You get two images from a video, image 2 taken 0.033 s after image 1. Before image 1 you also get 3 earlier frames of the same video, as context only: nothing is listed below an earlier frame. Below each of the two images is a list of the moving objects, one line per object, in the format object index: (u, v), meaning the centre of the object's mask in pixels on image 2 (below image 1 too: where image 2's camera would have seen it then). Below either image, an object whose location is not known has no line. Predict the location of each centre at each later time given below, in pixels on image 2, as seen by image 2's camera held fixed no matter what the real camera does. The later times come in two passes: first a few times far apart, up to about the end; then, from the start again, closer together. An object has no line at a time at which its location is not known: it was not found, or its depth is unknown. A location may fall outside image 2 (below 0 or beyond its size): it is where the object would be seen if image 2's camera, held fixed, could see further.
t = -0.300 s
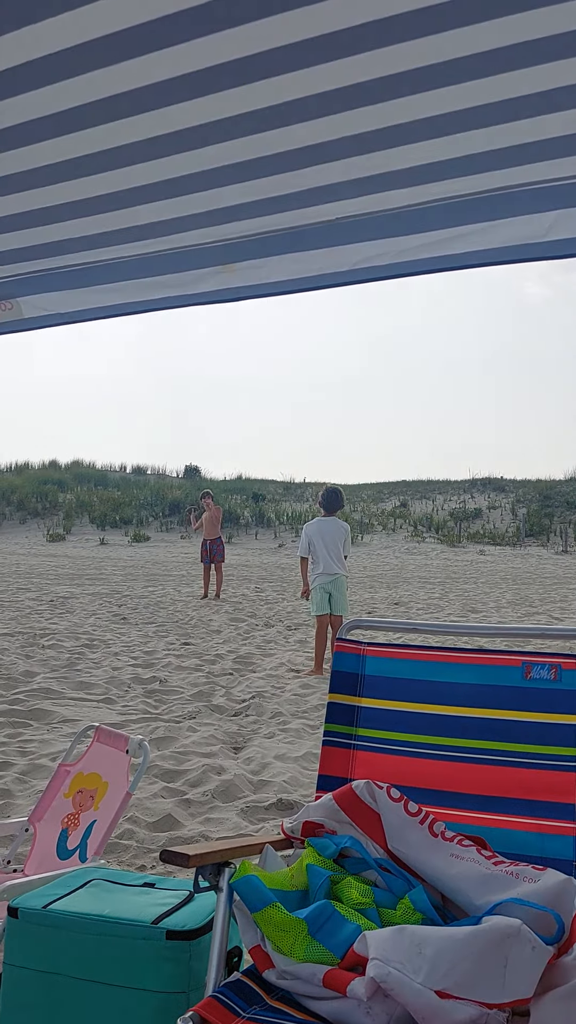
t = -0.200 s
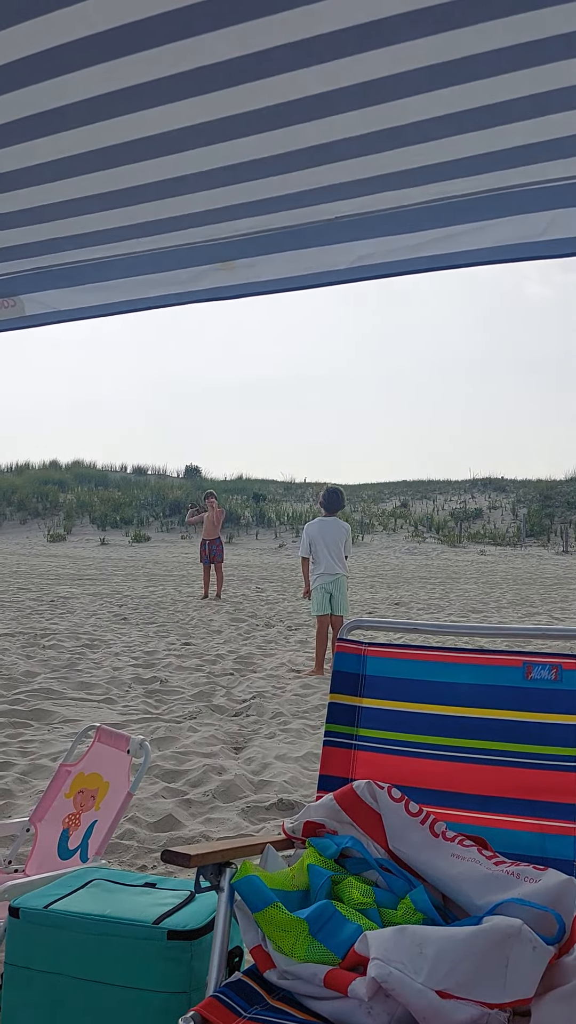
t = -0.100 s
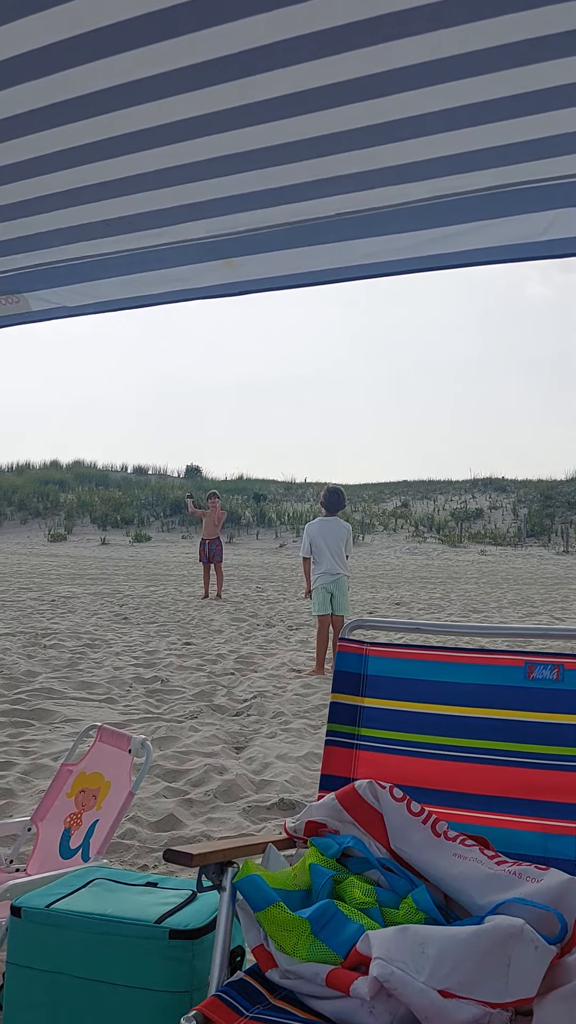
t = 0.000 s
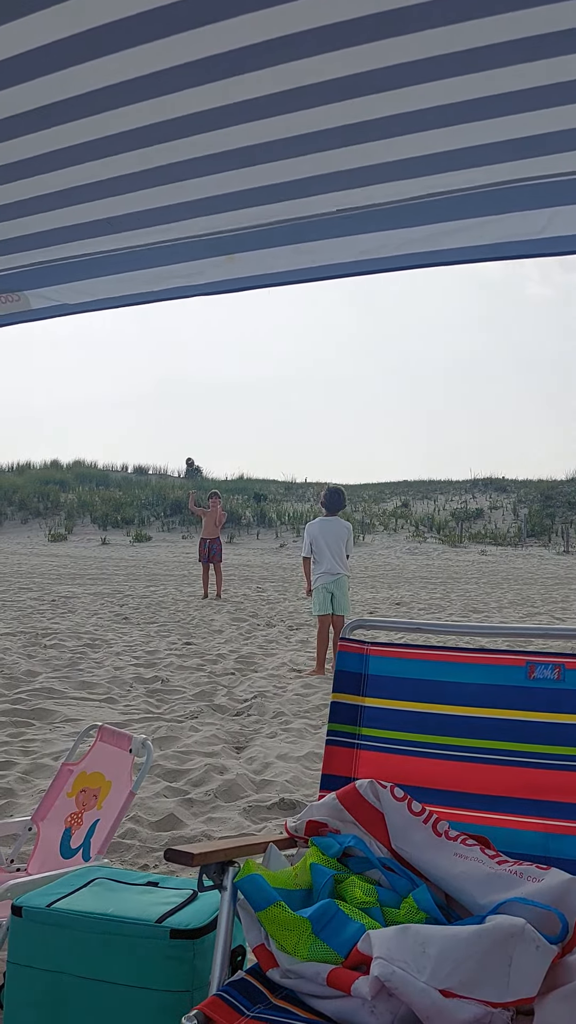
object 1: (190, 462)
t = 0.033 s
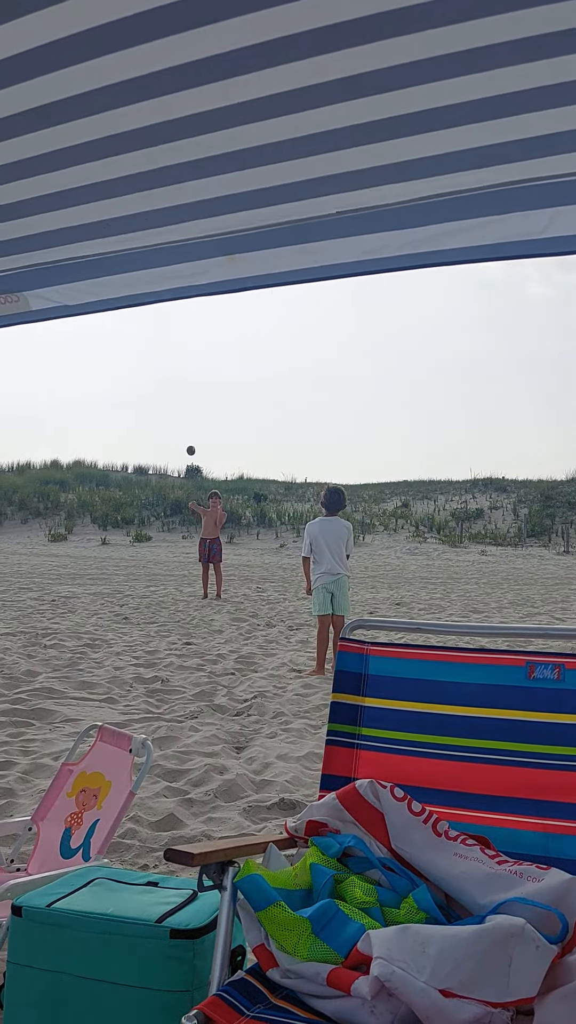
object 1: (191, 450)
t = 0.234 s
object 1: (196, 388)
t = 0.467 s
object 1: (205, 342)
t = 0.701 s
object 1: (217, 335)
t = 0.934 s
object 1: (235, 384)
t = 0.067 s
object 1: (192, 439)
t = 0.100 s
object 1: (192, 427)
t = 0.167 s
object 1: (194, 406)
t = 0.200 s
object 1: (195, 397)
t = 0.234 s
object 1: (196, 388)
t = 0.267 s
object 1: (198, 379)
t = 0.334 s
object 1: (200, 364)
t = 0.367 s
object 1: (201, 357)
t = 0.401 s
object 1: (202, 351)
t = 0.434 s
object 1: (203, 346)
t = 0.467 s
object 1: (205, 342)
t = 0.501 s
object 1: (206, 338)
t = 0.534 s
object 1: (208, 335)
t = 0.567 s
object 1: (209, 333)
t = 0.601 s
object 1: (211, 332)
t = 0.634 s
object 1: (213, 332)
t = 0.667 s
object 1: (215, 333)
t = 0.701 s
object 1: (217, 335)
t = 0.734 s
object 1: (220, 338)
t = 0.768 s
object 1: (222, 342)
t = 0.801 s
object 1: (224, 348)
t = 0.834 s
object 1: (227, 355)
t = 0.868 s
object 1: (229, 363)
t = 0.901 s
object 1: (232, 373)
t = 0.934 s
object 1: (235, 384)
